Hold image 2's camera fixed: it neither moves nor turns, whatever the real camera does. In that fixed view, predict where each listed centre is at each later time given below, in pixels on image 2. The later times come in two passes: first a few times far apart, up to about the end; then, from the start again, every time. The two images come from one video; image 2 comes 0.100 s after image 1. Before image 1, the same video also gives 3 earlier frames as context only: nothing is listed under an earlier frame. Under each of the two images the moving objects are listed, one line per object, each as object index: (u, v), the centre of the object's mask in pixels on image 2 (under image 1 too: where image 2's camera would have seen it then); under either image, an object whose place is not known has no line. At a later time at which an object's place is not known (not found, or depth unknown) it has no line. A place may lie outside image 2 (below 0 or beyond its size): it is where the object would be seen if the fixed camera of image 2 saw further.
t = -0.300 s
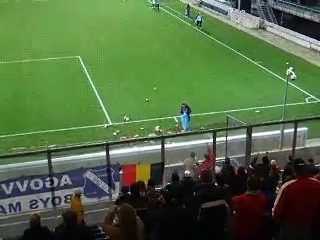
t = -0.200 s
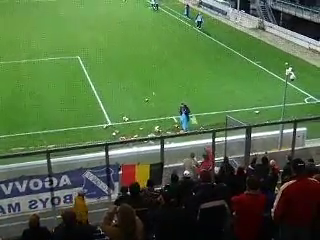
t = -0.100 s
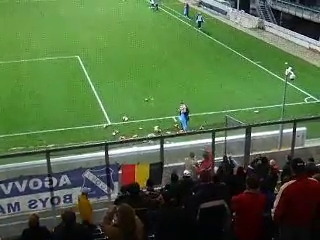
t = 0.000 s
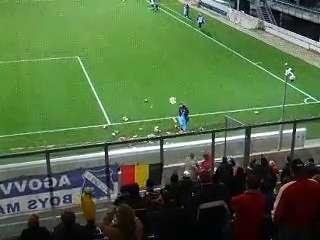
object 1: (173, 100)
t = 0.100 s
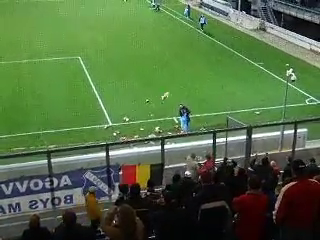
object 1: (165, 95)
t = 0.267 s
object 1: (152, 94)
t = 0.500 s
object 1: (139, 100)
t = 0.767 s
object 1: (127, 118)
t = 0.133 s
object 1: (162, 94)
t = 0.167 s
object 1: (159, 93)
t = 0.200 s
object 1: (156, 93)
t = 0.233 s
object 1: (154, 93)
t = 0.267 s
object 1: (152, 94)
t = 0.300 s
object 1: (150, 94)
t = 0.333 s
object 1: (148, 95)
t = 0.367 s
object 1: (146, 96)
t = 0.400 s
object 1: (144, 96)
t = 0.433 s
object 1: (143, 98)
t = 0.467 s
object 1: (141, 99)
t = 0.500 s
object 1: (139, 100)
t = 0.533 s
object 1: (138, 102)
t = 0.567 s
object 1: (136, 104)
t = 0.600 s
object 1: (135, 106)
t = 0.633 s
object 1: (133, 108)
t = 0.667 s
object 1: (132, 111)
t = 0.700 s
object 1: (131, 113)
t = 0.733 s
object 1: (129, 116)
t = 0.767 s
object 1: (127, 118)
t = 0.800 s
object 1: (126, 119)
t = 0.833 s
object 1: (126, 124)
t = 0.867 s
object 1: (124, 127)
